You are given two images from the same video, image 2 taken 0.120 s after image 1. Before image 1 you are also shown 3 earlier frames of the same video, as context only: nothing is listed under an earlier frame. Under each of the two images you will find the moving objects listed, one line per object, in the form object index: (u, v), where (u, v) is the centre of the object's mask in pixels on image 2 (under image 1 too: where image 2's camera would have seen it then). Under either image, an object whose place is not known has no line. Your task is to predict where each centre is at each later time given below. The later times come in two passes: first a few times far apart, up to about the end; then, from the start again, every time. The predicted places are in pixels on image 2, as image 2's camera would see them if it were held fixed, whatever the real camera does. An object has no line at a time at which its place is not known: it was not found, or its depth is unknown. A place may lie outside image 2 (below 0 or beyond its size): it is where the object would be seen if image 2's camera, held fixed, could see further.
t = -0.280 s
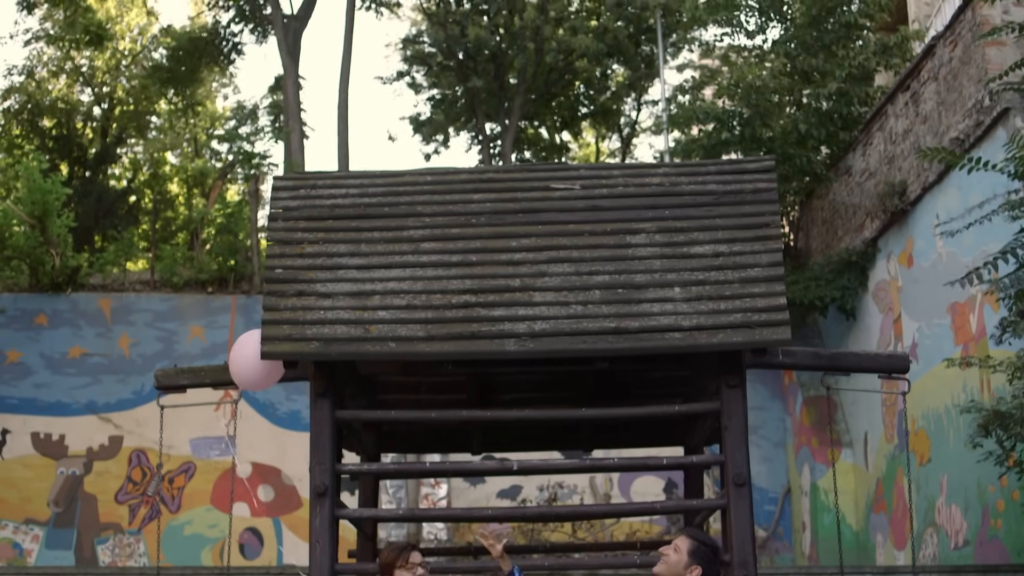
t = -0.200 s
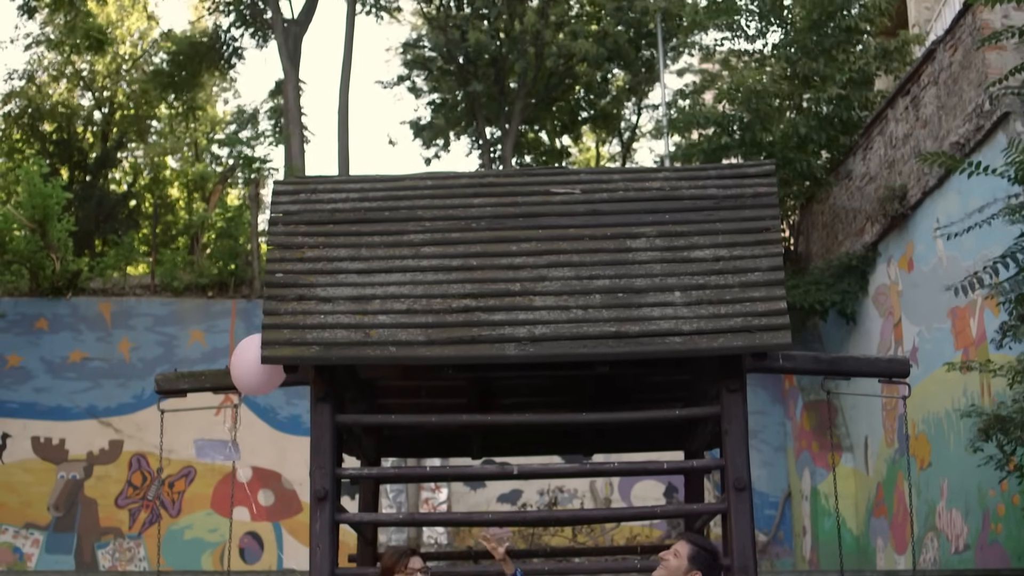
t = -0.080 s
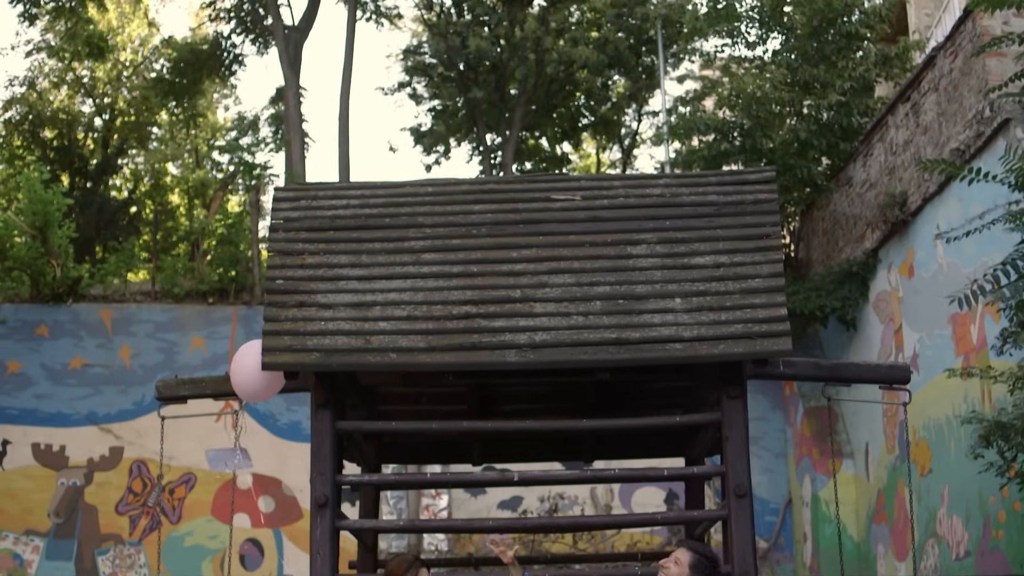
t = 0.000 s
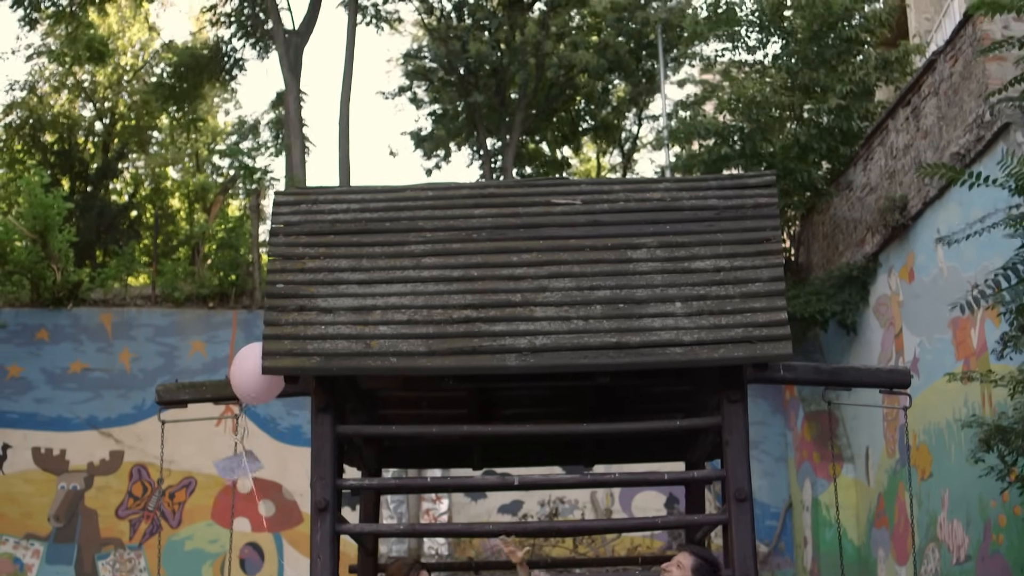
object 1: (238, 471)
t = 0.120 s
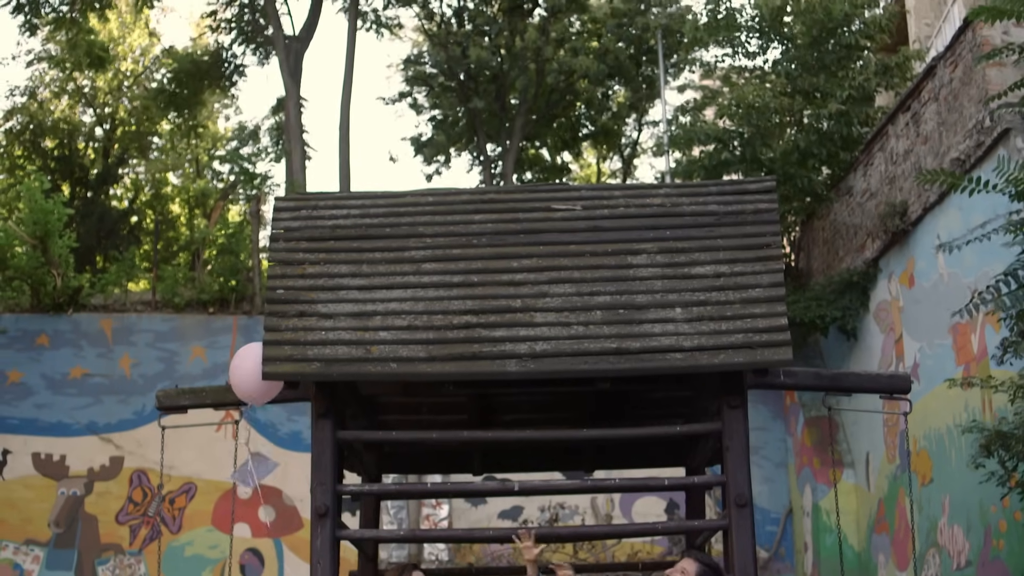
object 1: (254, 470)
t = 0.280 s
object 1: (270, 465)
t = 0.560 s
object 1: (267, 463)
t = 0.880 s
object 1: (251, 465)
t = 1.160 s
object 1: (258, 462)
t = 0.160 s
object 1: (259, 469)
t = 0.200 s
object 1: (263, 467)
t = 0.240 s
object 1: (267, 466)
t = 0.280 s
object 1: (270, 465)
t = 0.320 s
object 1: (272, 464)
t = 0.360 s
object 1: (273, 464)
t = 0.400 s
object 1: (273, 464)
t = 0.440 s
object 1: (271, 463)
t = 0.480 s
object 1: (270, 461)
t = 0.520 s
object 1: (269, 461)
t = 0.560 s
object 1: (267, 463)
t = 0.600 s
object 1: (265, 463)
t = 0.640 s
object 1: (261, 463)
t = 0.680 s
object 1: (257, 463)
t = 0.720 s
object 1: (255, 464)
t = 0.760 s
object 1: (253, 464)
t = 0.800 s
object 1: (252, 465)
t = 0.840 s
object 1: (251, 465)
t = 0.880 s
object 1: (251, 465)
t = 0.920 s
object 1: (251, 465)
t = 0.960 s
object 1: (252, 465)
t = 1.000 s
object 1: (253, 464)
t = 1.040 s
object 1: (255, 464)
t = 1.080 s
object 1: (257, 463)
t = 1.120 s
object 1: (258, 462)
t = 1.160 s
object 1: (258, 462)
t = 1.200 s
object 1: (258, 461)
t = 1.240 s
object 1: (256, 461)
